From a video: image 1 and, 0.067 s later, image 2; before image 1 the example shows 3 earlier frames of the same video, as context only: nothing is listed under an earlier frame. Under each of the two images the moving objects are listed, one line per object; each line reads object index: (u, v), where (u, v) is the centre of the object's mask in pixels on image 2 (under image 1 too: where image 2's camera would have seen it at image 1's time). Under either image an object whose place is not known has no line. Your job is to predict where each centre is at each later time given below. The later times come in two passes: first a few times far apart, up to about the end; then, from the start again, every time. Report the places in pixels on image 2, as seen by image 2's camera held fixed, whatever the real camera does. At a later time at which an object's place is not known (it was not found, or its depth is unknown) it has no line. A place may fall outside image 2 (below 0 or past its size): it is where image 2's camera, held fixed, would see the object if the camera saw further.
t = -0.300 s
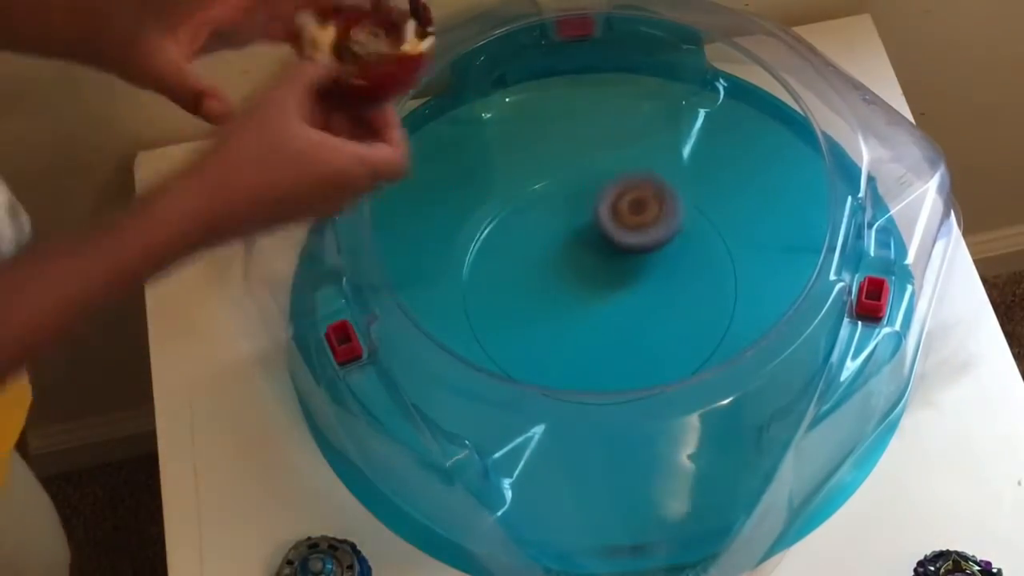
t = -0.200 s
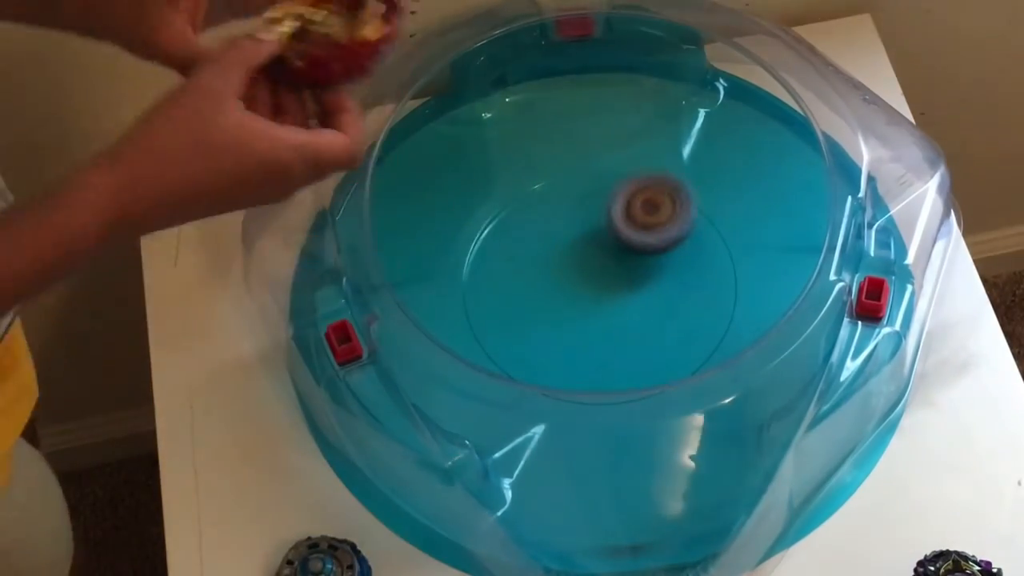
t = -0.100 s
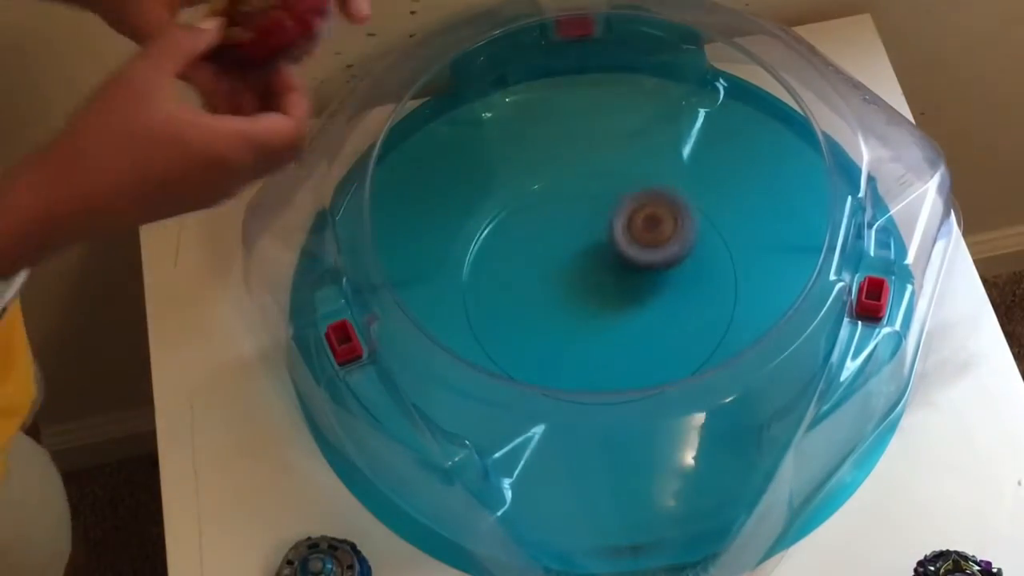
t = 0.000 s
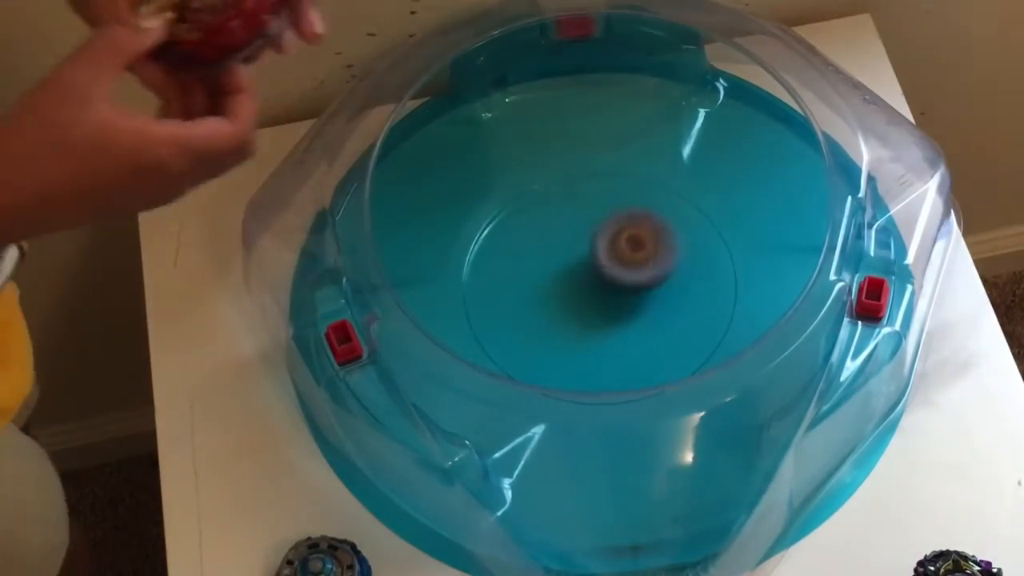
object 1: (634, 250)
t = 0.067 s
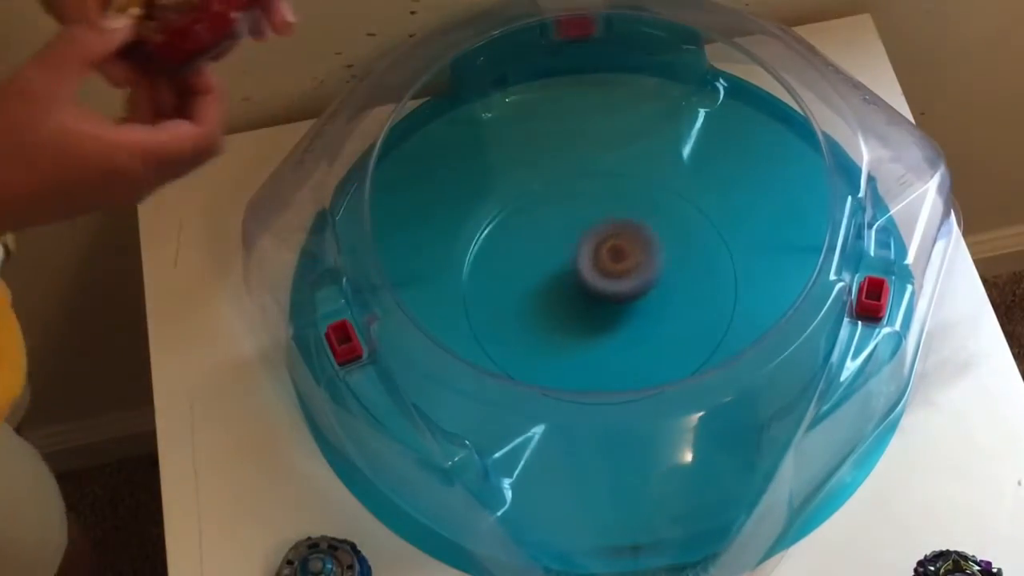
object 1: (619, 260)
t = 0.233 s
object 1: (568, 270)
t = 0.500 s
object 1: (520, 246)
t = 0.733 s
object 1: (570, 249)
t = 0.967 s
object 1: (613, 295)
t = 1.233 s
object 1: (604, 334)
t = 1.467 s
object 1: (589, 294)
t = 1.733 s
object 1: (637, 246)
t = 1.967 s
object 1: (672, 247)
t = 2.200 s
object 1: (630, 274)
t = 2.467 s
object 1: (559, 255)
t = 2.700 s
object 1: (549, 227)
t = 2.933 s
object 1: (590, 250)
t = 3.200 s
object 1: (602, 306)
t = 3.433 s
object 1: (576, 319)
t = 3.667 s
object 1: (587, 280)
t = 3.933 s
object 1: (645, 255)
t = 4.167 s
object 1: (661, 269)
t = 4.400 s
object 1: (613, 276)
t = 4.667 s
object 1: (568, 245)
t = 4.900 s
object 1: (582, 231)
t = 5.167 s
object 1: (603, 272)
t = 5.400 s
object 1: (586, 306)
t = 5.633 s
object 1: (569, 294)
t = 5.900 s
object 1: (607, 265)
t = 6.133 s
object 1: (647, 267)
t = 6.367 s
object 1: (634, 285)
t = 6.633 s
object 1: (584, 266)
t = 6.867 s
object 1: (577, 239)
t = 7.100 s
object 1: (598, 243)
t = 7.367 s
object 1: (605, 283)
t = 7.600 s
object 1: (585, 301)
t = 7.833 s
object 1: (580, 283)
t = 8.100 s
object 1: (612, 263)
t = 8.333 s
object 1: (631, 264)
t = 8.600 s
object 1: (616, 271)
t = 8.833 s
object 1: (591, 260)
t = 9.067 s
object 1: (584, 255)
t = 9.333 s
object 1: (589, 266)
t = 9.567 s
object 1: (592, 282)
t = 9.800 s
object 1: (595, 289)
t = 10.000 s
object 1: (603, 285)
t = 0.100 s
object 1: (609, 263)
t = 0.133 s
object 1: (598, 267)
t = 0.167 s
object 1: (587, 269)
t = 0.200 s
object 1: (578, 270)
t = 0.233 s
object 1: (568, 270)
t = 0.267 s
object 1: (559, 270)
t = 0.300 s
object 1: (549, 269)
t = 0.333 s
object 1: (541, 267)
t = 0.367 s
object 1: (534, 264)
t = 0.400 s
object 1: (528, 260)
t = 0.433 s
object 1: (523, 255)
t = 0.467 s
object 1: (520, 250)
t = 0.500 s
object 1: (520, 246)
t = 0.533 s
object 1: (522, 244)
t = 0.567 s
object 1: (527, 241)
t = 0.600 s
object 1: (534, 239)
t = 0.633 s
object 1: (542, 238)
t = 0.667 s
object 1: (552, 240)
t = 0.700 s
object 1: (560, 244)
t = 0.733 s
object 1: (570, 249)
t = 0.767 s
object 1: (578, 253)
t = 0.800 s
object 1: (585, 261)
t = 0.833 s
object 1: (593, 267)
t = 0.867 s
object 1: (597, 274)
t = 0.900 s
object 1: (604, 281)
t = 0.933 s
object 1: (609, 288)
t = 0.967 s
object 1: (613, 295)
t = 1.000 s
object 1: (615, 303)
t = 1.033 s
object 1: (618, 310)
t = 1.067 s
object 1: (618, 316)
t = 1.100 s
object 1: (618, 322)
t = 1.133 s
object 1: (616, 327)
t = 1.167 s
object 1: (613, 331)
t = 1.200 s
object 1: (608, 334)
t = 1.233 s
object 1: (604, 334)
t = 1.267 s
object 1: (599, 333)
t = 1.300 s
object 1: (595, 329)
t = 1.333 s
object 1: (591, 325)
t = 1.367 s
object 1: (587, 318)
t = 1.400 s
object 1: (586, 310)
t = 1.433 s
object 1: (587, 303)
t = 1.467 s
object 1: (589, 294)
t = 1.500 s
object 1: (593, 288)
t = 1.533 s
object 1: (597, 280)
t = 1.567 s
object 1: (603, 273)
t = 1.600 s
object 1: (609, 266)
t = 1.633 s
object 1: (616, 260)
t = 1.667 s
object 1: (622, 255)
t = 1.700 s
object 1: (629, 250)
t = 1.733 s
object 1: (637, 246)
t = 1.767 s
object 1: (643, 243)
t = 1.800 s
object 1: (651, 239)
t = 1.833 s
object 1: (658, 238)
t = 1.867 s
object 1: (664, 239)
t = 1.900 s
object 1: (668, 240)
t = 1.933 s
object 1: (671, 243)
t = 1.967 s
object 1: (672, 247)
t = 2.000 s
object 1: (672, 250)
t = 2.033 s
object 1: (669, 255)
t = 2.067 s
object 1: (663, 261)
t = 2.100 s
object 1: (657, 266)
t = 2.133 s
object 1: (647, 270)
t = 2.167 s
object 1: (639, 272)
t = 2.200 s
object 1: (630, 274)
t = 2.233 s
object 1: (620, 274)
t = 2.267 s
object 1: (610, 273)
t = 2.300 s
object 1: (600, 271)
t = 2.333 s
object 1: (591, 269)
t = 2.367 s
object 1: (583, 267)
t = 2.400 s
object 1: (574, 263)
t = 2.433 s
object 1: (566, 259)
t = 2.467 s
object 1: (559, 255)
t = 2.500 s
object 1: (553, 250)
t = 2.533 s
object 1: (549, 246)
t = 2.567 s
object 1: (545, 240)
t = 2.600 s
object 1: (544, 236)
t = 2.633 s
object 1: (545, 232)
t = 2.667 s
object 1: (547, 230)
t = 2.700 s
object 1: (549, 227)
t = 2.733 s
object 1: (554, 227)
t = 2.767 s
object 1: (559, 227)
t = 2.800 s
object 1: (565, 230)
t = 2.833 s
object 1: (573, 232)
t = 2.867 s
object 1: (579, 237)
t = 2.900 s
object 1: (585, 243)
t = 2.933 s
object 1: (590, 250)
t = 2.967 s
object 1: (594, 256)
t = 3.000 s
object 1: (598, 264)
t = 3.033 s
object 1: (600, 271)
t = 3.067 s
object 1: (602, 279)
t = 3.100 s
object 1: (602, 286)
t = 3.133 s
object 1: (603, 293)
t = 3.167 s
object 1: (602, 299)
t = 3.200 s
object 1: (602, 306)
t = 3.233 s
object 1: (599, 312)
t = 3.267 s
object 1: (596, 316)
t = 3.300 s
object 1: (592, 321)
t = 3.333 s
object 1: (588, 323)
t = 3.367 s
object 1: (583, 323)
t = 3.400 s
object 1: (579, 322)
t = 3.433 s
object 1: (576, 319)
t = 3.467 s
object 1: (574, 315)
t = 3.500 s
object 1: (573, 310)
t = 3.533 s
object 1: (573, 304)
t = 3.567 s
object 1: (575, 298)
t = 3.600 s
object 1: (578, 292)
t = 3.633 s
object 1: (582, 286)
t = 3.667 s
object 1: (587, 280)
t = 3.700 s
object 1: (594, 275)
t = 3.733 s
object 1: (601, 271)
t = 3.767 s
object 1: (608, 267)
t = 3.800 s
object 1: (615, 263)
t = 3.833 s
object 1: (622, 260)
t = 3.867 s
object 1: (630, 258)
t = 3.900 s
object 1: (637, 256)
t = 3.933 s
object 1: (645, 255)
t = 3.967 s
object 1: (651, 254)
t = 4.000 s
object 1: (657, 255)
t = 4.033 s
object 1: (661, 257)
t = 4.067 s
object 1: (663, 260)
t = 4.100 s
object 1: (664, 263)
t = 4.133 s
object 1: (663, 266)
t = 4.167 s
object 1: (661, 269)
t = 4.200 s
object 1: (657, 272)
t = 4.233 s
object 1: (651, 275)
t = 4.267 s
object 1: (645, 277)
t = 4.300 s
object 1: (636, 278)
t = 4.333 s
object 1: (629, 278)
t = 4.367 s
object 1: (622, 277)
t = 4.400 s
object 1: (613, 276)
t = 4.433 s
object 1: (604, 273)
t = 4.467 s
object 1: (598, 270)
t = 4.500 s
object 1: (591, 267)
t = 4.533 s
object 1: (585, 263)
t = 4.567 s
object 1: (580, 258)
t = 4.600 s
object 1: (575, 254)
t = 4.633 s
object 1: (571, 249)
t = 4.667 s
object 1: (568, 245)
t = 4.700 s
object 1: (568, 241)
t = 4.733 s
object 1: (567, 237)
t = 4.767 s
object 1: (568, 233)
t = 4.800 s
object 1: (570, 230)
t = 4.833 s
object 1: (574, 229)
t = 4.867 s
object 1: (578, 229)
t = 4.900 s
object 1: (582, 231)
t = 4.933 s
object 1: (586, 233)
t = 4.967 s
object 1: (591, 237)
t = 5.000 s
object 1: (595, 242)
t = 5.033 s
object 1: (598, 247)
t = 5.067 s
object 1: (600, 253)
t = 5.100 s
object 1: (602, 260)
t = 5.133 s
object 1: (604, 267)
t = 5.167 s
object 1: (603, 272)
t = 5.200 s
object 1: (602, 278)
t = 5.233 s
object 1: (601, 284)
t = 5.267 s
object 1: (599, 291)
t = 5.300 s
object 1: (596, 296)
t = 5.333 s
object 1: (593, 301)
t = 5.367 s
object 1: (589, 304)
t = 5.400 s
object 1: (586, 306)
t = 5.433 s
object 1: (582, 308)
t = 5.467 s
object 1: (578, 308)
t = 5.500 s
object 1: (574, 307)
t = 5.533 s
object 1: (572, 305)
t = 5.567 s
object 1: (570, 302)
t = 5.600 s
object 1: (569, 298)
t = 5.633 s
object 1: (569, 294)
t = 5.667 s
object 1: (571, 290)
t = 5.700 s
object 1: (574, 285)
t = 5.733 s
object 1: (579, 280)
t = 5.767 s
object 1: (583, 277)
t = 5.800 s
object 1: (588, 273)
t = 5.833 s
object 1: (594, 270)
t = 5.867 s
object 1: (601, 267)
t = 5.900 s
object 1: (607, 265)
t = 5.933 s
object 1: (613, 263)
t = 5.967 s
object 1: (621, 262)
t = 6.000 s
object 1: (627, 262)
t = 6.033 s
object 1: (633, 261)
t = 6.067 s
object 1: (639, 263)
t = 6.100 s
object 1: (644, 265)
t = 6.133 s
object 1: (647, 267)
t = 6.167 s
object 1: (650, 270)
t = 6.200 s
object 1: (652, 273)
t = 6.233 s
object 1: (651, 277)
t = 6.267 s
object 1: (648, 280)
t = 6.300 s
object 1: (645, 283)
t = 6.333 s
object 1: (639, 285)
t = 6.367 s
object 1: (634, 285)
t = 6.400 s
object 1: (627, 286)
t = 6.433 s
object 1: (619, 285)
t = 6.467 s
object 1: (613, 283)
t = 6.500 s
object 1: (606, 281)
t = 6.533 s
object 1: (599, 277)
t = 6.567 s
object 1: (594, 274)
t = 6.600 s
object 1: (589, 271)
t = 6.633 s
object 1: (584, 266)
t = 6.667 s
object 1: (581, 262)
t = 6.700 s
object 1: (579, 257)
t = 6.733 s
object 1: (576, 252)
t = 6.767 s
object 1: (575, 249)
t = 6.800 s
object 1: (574, 245)
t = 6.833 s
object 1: (576, 241)
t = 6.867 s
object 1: (577, 239)
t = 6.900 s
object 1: (580, 237)
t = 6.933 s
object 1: (582, 236)
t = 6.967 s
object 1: (585, 235)
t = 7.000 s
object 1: (589, 236)
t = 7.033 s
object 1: (592, 237)
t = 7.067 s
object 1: (595, 240)
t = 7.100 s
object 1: (598, 243)
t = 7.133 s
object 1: (601, 247)
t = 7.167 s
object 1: (604, 252)
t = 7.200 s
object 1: (605, 256)
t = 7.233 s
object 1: (608, 262)
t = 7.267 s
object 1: (608, 268)
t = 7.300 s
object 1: (607, 273)
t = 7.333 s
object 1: (606, 279)
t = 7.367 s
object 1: (605, 283)
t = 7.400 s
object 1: (603, 287)
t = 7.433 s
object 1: (600, 292)
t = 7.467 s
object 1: (597, 296)
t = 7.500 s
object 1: (594, 298)
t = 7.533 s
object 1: (590, 300)
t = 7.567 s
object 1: (587, 301)
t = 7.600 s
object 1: (585, 301)
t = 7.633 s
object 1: (582, 300)
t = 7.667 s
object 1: (580, 298)
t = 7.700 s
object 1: (578, 295)
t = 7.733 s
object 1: (577, 293)
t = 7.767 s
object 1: (577, 290)
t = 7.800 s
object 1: (578, 287)
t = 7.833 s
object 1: (580, 283)
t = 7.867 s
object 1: (584, 279)
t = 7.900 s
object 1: (587, 276)
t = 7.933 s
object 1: (591, 273)
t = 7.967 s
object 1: (595, 270)
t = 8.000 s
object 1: (599, 267)
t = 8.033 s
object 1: (605, 266)
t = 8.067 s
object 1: (608, 265)
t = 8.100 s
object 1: (612, 263)
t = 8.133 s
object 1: (616, 262)
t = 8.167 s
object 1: (620, 262)
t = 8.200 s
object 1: (623, 262)
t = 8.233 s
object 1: (625, 262)
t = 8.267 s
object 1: (627, 262)
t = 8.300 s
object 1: (630, 263)
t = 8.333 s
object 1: (631, 264)
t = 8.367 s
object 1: (632, 265)
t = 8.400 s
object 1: (633, 267)
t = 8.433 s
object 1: (632, 268)
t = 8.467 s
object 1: (630, 269)
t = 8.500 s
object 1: (628, 270)
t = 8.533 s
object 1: (625, 271)
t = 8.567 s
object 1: (621, 271)
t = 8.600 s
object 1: (616, 271)
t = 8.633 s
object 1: (611, 270)
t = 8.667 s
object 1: (607, 269)
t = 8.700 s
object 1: (604, 267)
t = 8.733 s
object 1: (599, 266)
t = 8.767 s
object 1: (596, 263)
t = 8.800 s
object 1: (594, 262)
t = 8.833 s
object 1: (591, 260)
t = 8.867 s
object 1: (590, 259)
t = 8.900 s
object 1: (589, 258)
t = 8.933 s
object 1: (588, 256)
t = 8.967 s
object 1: (587, 256)
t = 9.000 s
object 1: (585, 255)
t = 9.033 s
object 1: (584, 254)
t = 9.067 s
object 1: (584, 255)
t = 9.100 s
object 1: (584, 255)
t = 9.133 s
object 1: (584, 255)
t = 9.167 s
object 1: (584, 256)
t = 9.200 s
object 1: (585, 257)
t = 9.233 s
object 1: (584, 259)
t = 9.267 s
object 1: (586, 261)
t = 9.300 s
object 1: (587, 263)
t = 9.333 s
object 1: (589, 266)
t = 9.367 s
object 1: (590, 269)
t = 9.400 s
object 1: (590, 270)
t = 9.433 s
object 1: (591, 273)
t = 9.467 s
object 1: (592, 275)
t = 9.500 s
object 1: (592, 278)
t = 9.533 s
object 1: (592, 281)
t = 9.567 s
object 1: (592, 282)
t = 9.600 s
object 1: (593, 284)
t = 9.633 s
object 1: (593, 285)
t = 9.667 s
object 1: (593, 286)
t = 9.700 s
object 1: (593, 287)
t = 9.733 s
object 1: (594, 288)
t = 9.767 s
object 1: (594, 289)
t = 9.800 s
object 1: (595, 289)
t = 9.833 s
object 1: (596, 289)
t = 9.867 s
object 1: (596, 288)
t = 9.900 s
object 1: (597, 288)
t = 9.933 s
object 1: (599, 287)
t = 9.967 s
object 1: (601, 287)
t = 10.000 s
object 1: (603, 285)
